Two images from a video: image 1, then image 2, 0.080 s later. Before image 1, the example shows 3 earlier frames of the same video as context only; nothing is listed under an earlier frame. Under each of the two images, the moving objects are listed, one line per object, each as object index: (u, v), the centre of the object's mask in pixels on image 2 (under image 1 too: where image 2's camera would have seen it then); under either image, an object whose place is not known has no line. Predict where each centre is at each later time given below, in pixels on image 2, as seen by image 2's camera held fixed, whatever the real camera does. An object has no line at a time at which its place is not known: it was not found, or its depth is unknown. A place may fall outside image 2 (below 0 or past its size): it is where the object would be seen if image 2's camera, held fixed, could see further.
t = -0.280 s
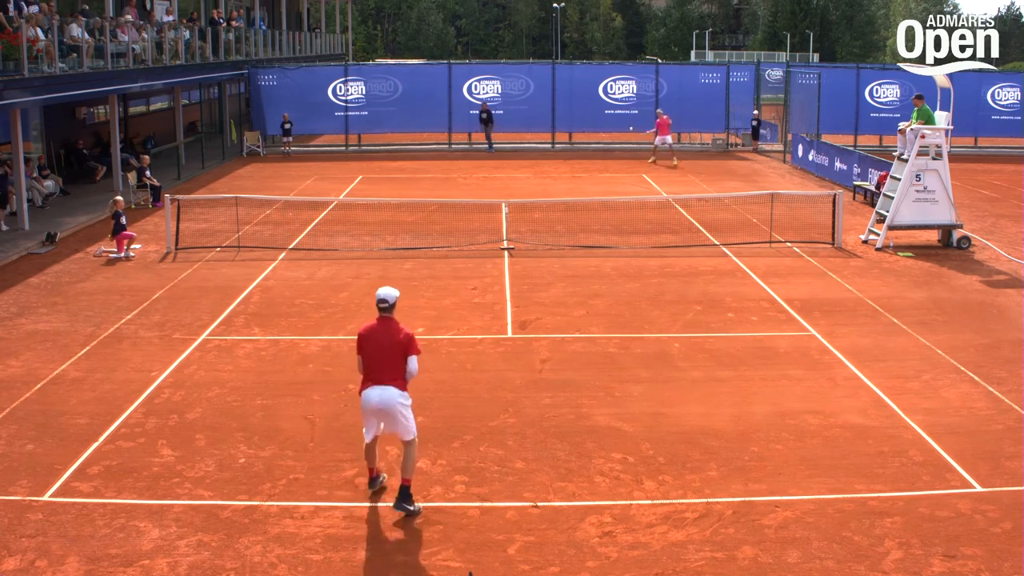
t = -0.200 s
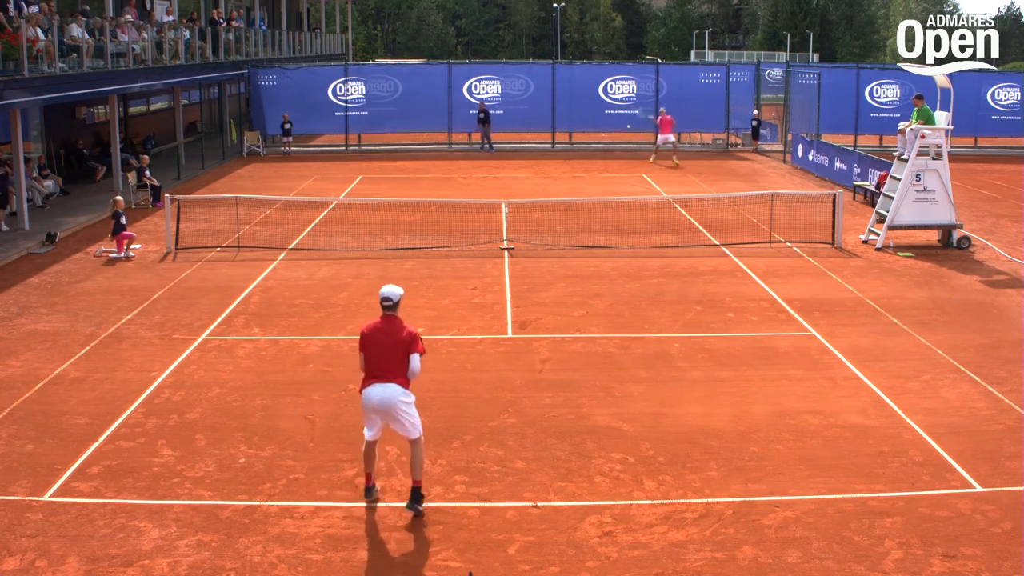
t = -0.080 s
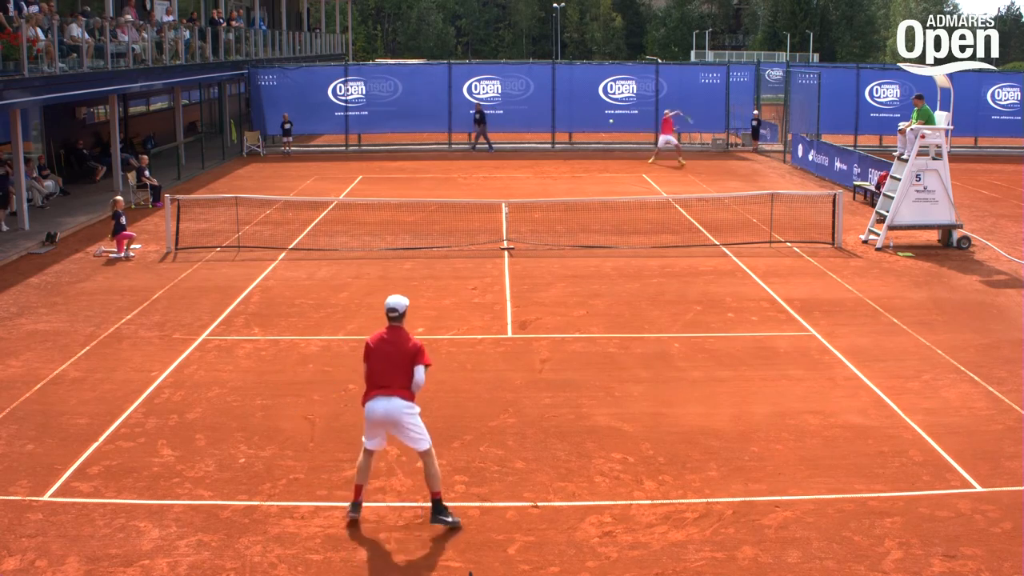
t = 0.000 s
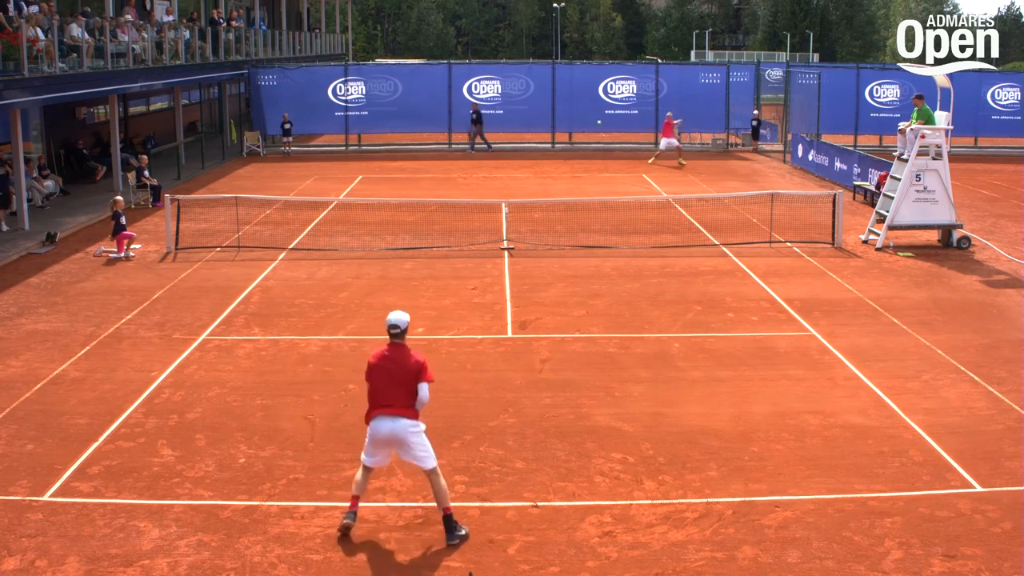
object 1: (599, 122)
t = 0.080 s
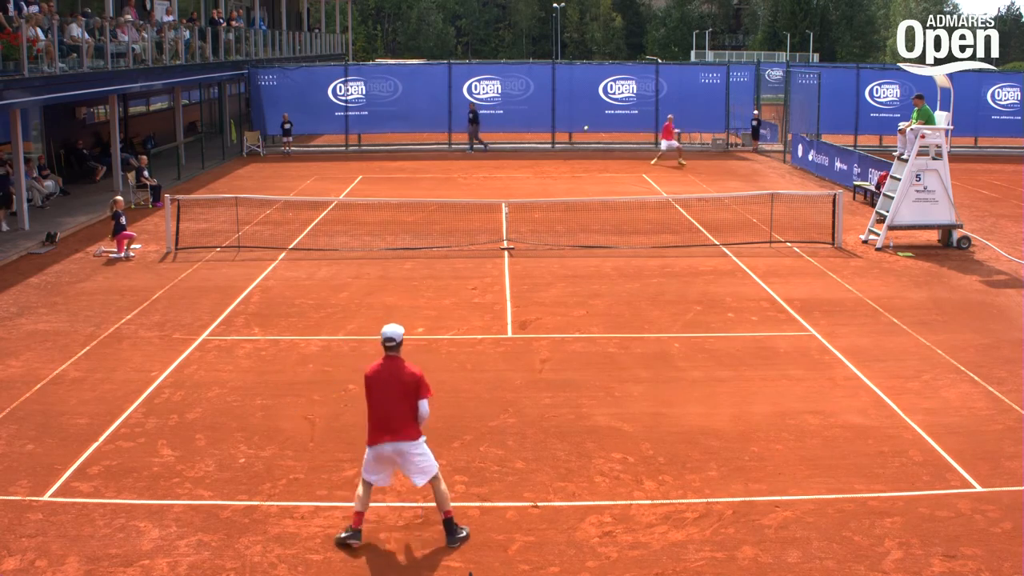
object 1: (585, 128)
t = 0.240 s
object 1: (556, 157)
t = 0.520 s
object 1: (480, 297)
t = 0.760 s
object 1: (397, 329)
